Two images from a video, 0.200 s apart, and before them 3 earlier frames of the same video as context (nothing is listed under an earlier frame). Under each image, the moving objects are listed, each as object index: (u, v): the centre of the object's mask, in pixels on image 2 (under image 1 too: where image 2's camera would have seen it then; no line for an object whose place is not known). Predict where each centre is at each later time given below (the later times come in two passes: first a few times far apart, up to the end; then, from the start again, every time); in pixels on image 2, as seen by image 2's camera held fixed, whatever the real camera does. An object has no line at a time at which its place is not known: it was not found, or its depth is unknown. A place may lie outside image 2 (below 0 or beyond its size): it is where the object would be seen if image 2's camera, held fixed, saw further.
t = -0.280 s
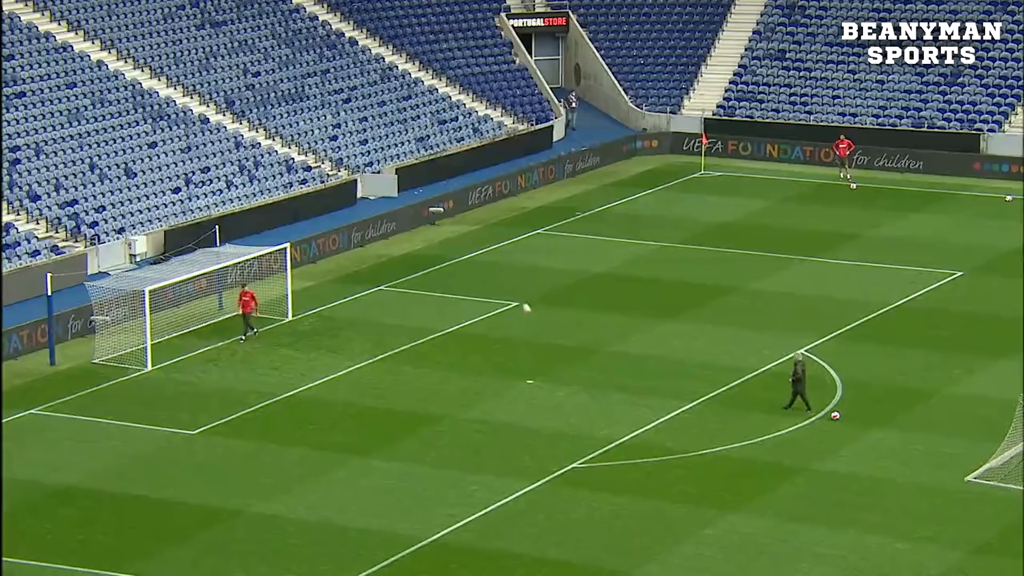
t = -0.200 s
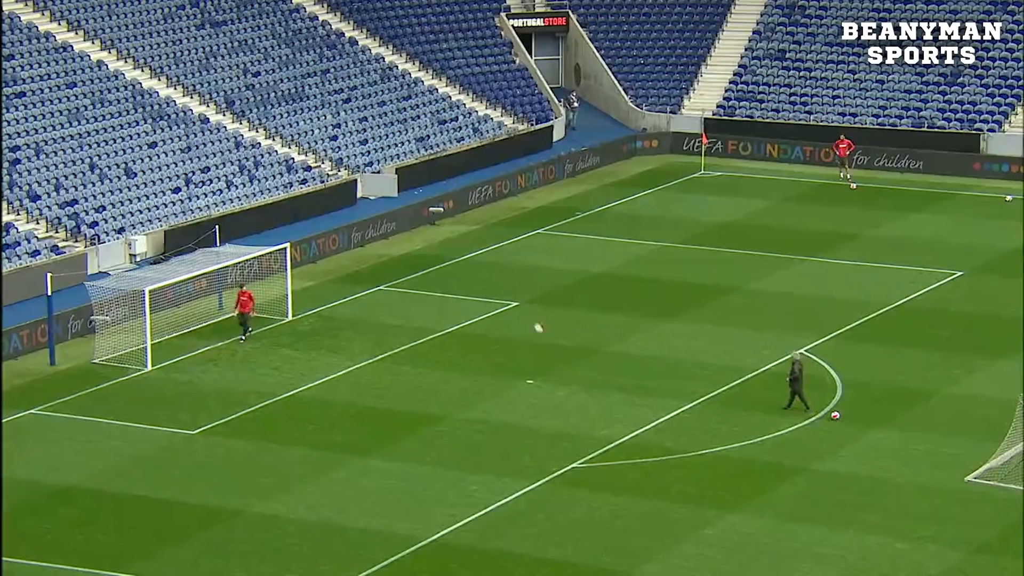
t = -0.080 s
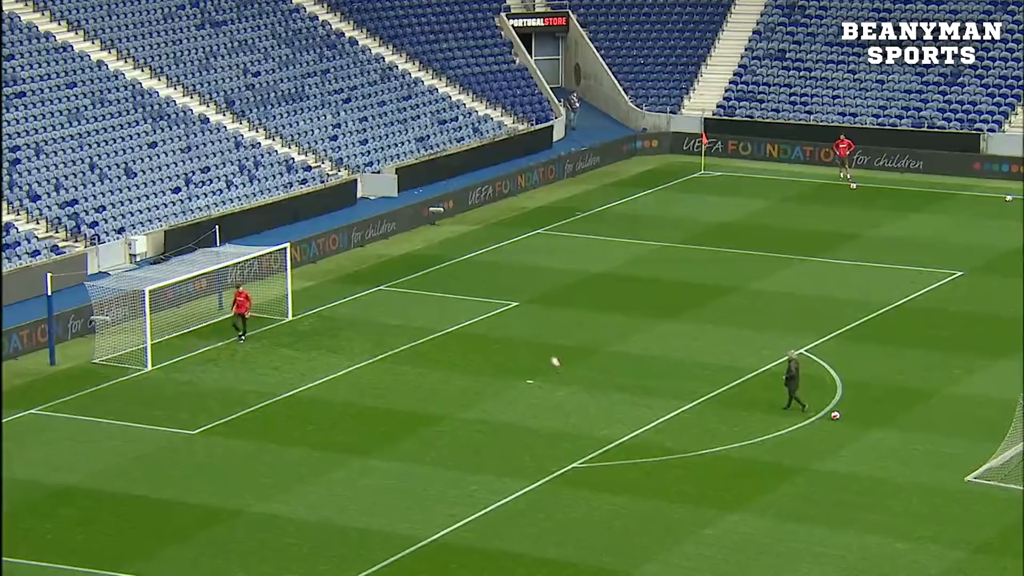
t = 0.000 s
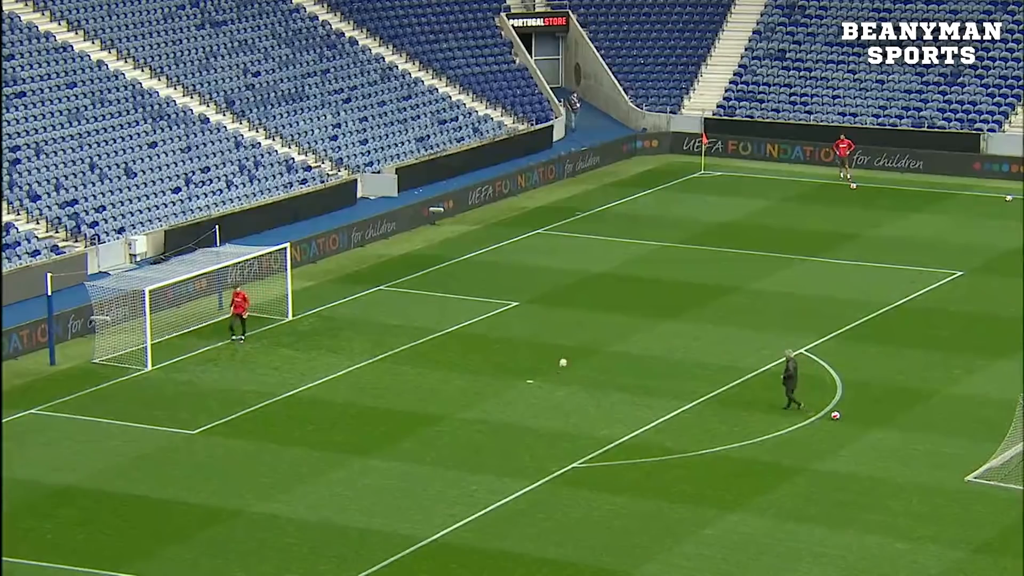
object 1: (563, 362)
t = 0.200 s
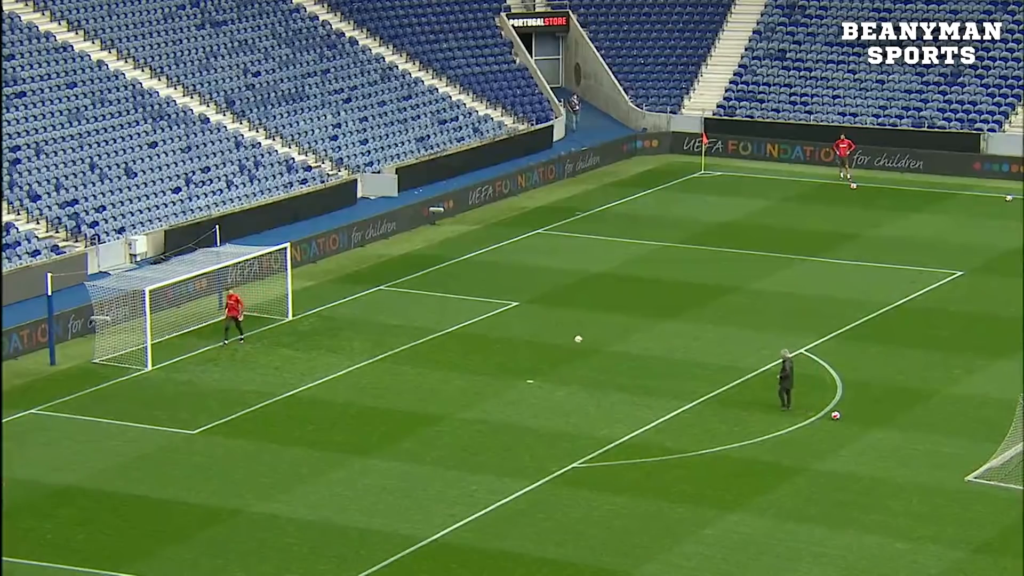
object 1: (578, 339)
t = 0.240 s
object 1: (581, 335)
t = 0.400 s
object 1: (593, 329)
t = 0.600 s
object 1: (608, 331)
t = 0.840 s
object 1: (626, 351)
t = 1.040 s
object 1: (640, 382)
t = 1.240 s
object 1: (654, 381)
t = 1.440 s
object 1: (668, 379)
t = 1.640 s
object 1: (682, 390)
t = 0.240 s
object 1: (581, 335)
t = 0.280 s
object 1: (584, 333)
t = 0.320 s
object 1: (587, 331)
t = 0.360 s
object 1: (590, 329)
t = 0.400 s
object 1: (593, 329)
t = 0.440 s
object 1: (596, 328)
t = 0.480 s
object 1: (599, 328)
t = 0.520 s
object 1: (602, 329)
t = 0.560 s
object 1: (605, 330)
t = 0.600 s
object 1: (608, 331)
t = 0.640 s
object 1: (611, 333)
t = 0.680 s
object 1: (614, 336)
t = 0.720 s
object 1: (617, 339)
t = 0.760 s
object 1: (620, 342)
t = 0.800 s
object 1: (623, 347)
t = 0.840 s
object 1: (626, 351)
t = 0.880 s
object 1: (629, 356)
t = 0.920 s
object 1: (631, 361)
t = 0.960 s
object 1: (634, 368)
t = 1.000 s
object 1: (637, 374)
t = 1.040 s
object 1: (640, 382)
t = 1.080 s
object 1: (642, 390)
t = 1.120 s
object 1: (646, 389)
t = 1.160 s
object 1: (648, 385)
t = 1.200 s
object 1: (651, 383)
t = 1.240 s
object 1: (654, 381)
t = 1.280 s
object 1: (657, 379)
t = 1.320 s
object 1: (660, 378)
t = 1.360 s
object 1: (663, 378)
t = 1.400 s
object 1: (666, 378)
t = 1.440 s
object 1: (668, 379)
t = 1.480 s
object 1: (671, 380)
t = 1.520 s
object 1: (674, 381)
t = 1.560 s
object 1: (677, 384)
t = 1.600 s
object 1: (680, 387)
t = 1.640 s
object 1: (682, 390)
